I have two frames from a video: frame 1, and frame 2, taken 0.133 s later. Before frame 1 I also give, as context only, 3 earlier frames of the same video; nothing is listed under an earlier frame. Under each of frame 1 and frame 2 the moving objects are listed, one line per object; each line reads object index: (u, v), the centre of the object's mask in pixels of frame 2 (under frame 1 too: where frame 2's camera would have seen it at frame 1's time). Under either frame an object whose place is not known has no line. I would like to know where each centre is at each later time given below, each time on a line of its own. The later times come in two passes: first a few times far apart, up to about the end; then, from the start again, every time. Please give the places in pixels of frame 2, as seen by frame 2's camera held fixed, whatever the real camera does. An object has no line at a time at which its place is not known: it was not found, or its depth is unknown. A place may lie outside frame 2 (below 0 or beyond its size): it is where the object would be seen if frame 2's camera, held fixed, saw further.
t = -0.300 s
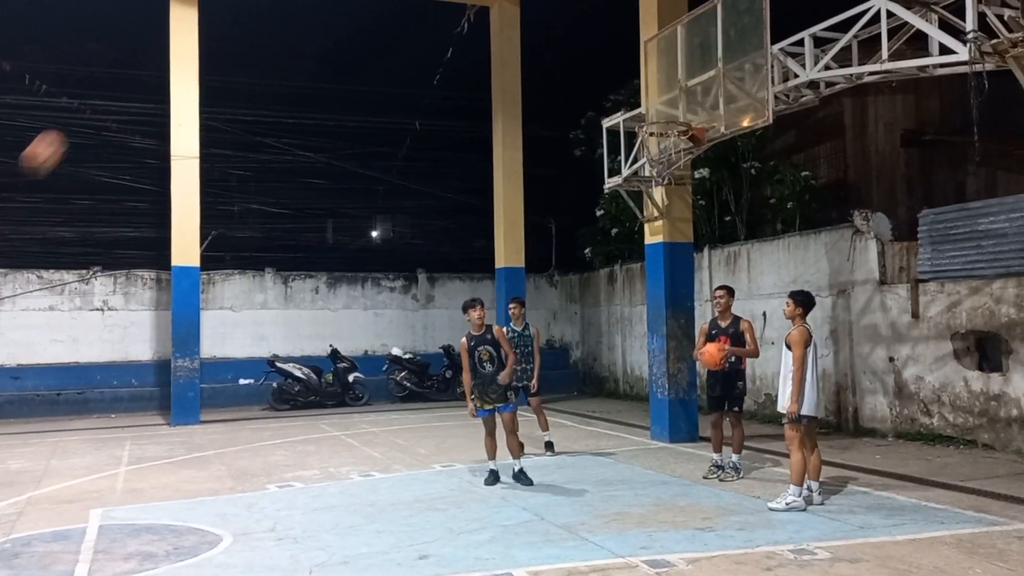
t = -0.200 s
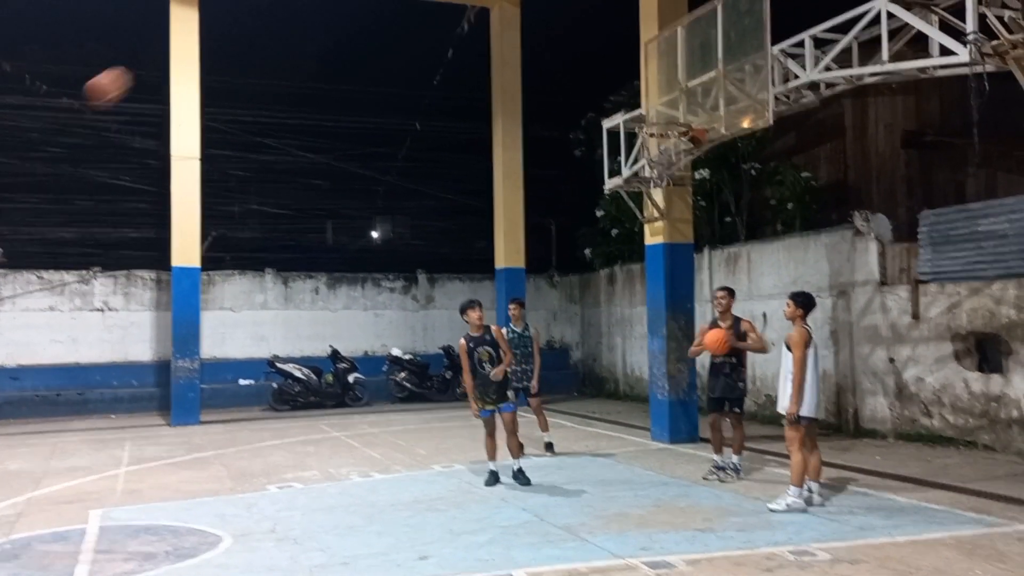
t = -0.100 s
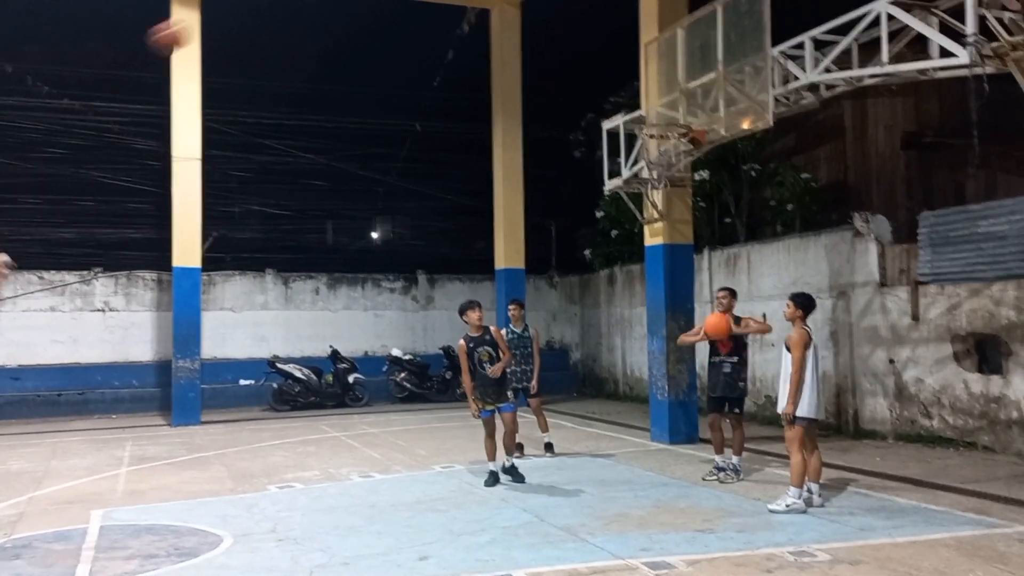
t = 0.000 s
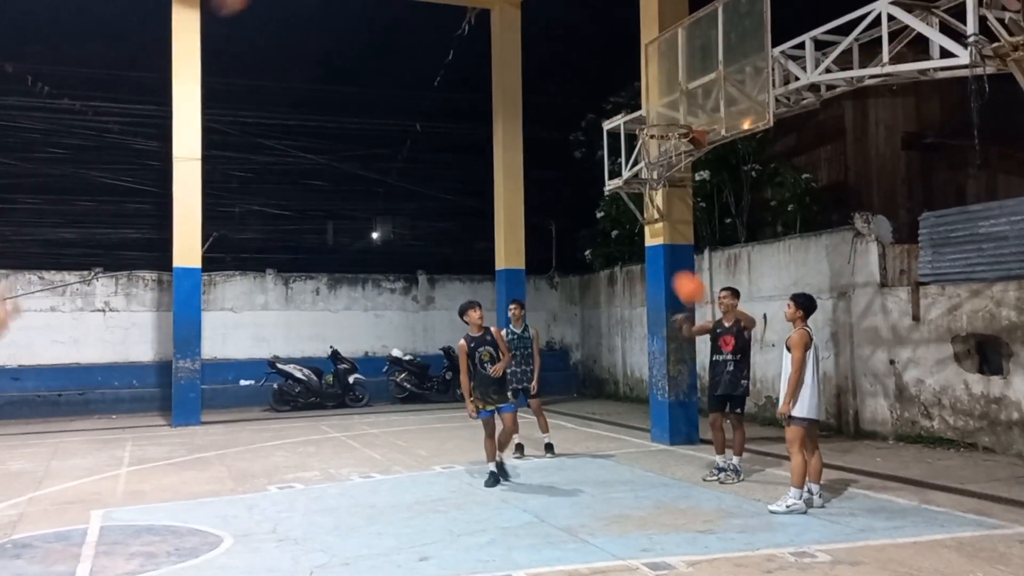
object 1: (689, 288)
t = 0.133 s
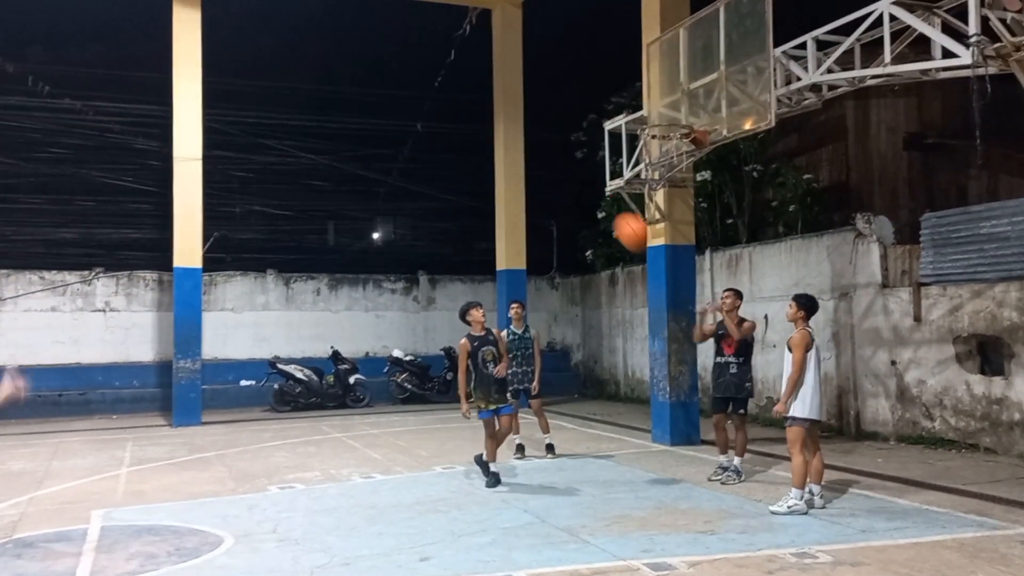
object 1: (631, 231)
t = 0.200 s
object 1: (598, 207)
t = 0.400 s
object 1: (469, 155)
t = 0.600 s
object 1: (280, 155)
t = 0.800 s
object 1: (11, 246)
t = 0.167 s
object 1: (616, 219)
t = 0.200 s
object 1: (598, 207)
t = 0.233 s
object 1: (579, 196)
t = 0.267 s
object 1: (560, 185)
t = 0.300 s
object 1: (542, 176)
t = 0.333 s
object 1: (518, 167)
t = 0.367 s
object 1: (493, 159)
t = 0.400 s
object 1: (469, 155)
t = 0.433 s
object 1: (443, 151)
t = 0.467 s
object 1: (415, 147)
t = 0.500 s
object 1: (385, 146)
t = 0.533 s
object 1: (353, 147)
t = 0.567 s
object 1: (318, 150)
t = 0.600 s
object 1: (280, 155)
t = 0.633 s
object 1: (240, 163)
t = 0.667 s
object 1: (194, 173)
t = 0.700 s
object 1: (136, 191)
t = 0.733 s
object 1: (87, 210)
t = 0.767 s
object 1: (40, 230)
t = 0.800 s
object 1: (11, 246)
